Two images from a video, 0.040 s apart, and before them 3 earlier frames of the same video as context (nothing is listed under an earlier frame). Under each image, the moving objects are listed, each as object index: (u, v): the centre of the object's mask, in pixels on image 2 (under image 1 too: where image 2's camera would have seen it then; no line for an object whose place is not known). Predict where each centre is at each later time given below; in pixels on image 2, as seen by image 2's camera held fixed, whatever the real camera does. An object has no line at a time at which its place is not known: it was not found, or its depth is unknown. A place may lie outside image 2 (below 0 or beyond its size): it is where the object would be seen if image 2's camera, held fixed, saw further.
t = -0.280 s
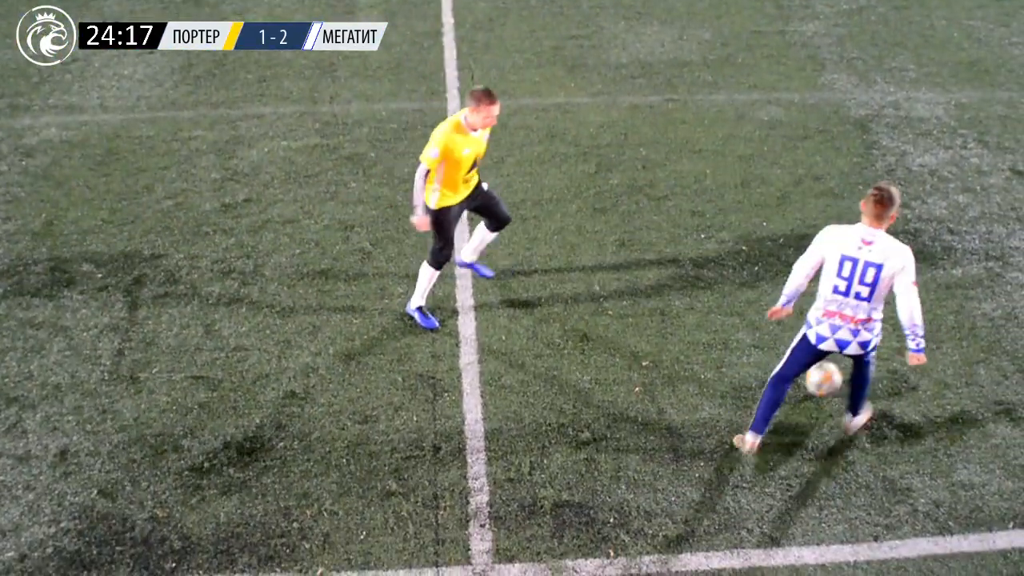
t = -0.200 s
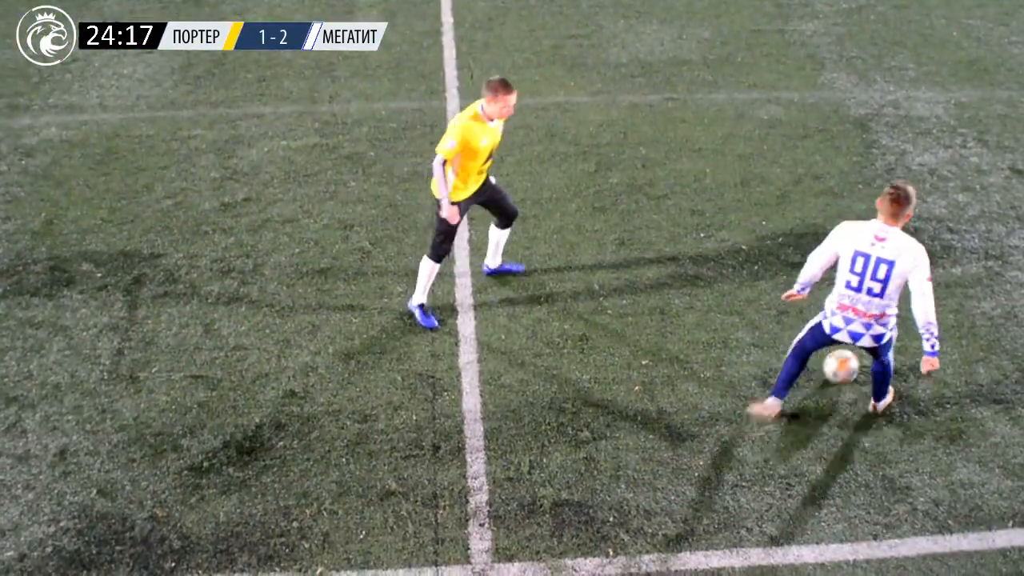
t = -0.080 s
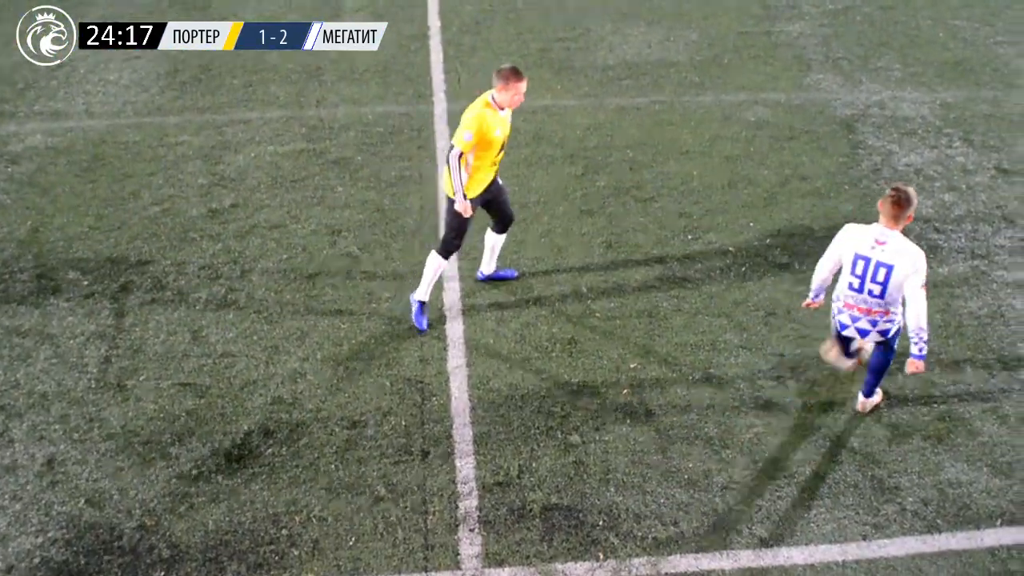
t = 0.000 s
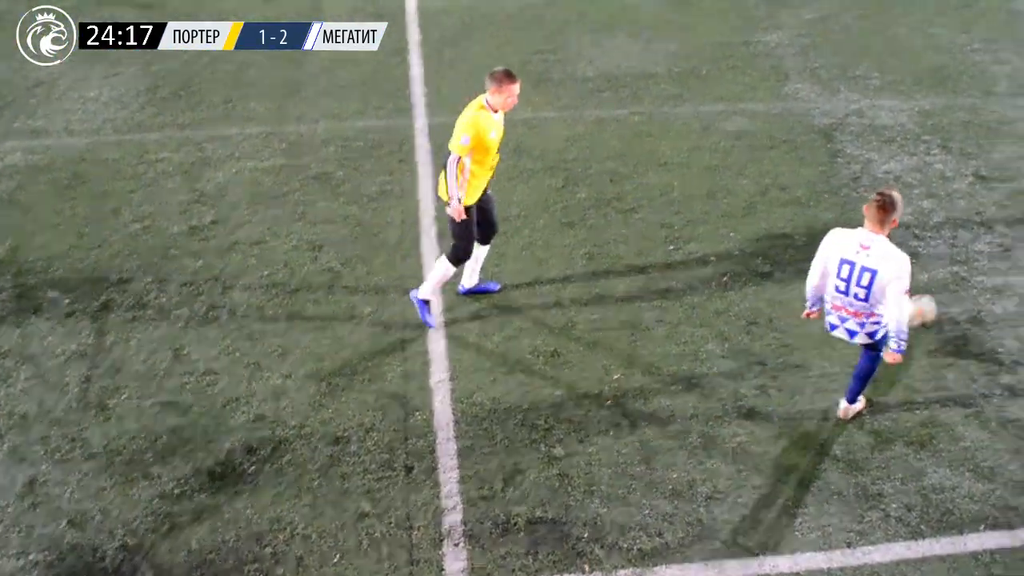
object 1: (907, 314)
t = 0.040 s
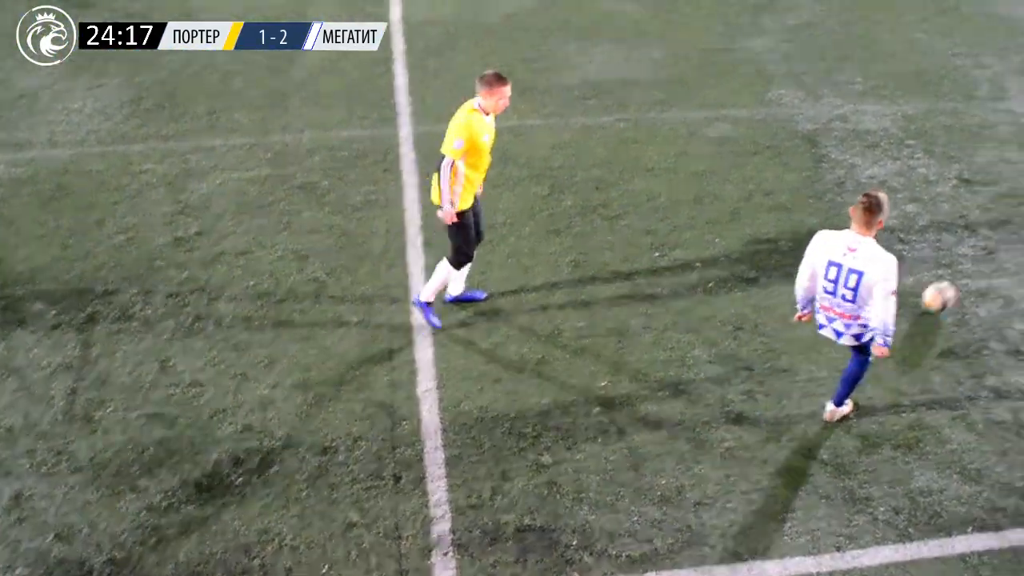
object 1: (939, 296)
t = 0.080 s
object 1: (971, 279)
